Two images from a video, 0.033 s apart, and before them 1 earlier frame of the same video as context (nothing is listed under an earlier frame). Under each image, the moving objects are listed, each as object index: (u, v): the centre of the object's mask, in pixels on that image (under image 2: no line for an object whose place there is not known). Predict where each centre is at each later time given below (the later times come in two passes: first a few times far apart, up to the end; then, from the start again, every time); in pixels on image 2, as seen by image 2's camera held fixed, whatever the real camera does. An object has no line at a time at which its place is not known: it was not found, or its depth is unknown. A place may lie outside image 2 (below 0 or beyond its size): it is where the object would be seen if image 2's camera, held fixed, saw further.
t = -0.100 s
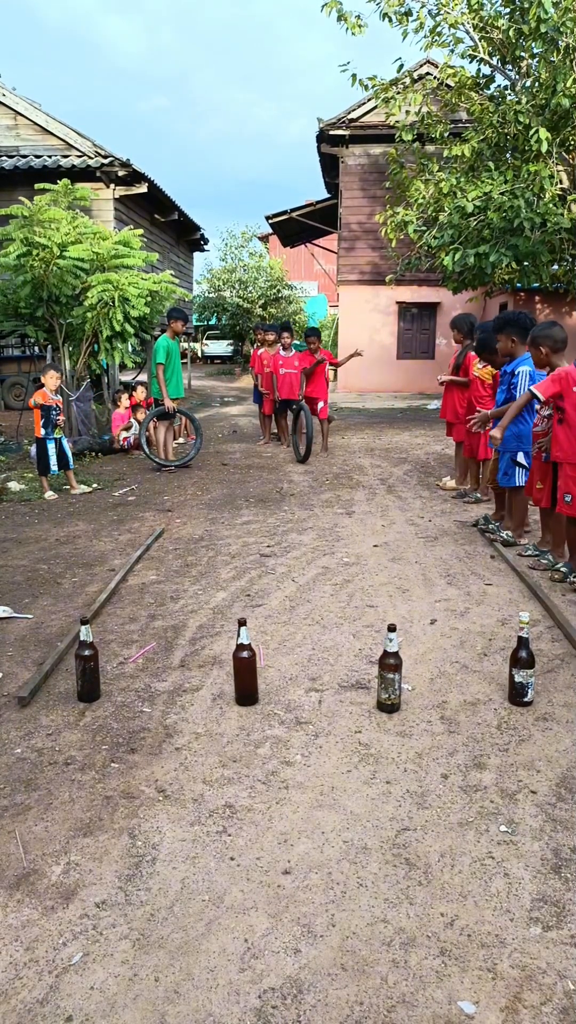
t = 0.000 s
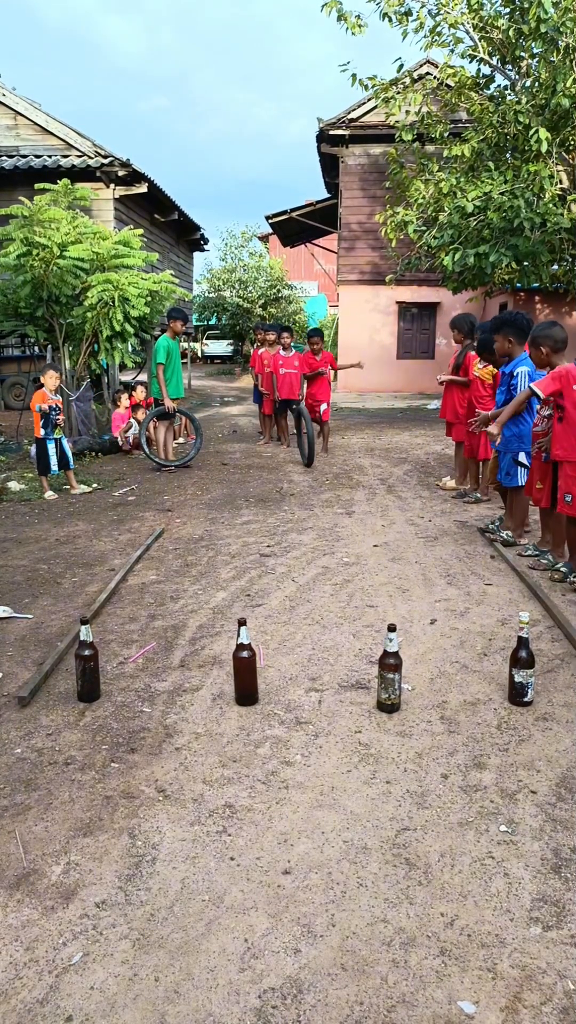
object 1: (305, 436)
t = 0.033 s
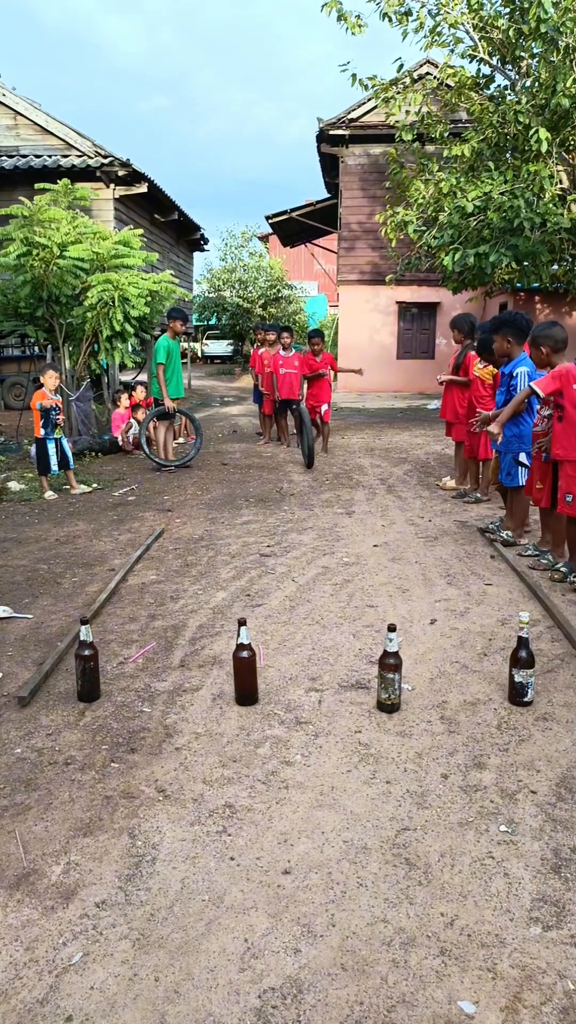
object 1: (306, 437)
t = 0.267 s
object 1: (314, 446)
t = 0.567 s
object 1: (323, 458)
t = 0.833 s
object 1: (333, 468)
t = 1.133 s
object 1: (345, 485)
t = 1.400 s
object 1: (359, 504)
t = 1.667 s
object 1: (375, 526)
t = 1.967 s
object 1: (399, 562)
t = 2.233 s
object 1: (425, 610)
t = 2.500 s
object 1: (464, 686)
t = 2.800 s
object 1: (543, 847)
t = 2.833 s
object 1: (556, 873)
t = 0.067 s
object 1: (307, 439)
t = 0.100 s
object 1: (308, 440)
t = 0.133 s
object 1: (309, 441)
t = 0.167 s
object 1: (310, 442)
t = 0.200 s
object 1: (311, 444)
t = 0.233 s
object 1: (313, 445)
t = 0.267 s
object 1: (314, 446)
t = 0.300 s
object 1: (315, 447)
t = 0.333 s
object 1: (317, 447)
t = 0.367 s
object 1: (318, 448)
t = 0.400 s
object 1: (319, 449)
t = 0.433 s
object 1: (320, 452)
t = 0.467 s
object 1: (321, 453)
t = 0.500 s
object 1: (321, 453)
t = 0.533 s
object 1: (322, 455)
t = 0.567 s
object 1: (323, 458)
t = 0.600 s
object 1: (324, 458)
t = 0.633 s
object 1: (325, 459)
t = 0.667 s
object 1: (326, 460)
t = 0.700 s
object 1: (327, 461)
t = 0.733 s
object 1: (329, 463)
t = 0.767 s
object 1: (330, 465)
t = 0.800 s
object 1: (332, 467)
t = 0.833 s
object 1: (333, 468)
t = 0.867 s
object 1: (335, 471)
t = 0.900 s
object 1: (336, 473)
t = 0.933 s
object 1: (337, 475)
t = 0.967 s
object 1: (339, 477)
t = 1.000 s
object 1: (340, 478)
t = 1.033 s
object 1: (341, 480)
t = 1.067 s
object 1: (342, 482)
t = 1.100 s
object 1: (344, 483)
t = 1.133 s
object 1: (345, 485)
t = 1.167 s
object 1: (347, 488)
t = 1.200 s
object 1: (348, 490)
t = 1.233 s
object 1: (350, 492)
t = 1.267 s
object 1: (352, 496)
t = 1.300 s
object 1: (353, 497)
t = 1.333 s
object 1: (355, 500)
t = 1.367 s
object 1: (357, 502)
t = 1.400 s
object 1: (359, 504)
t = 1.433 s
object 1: (361, 507)
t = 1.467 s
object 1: (363, 509)
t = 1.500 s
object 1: (365, 512)
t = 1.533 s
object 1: (367, 514)
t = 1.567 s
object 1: (369, 516)
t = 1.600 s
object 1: (371, 519)
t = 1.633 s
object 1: (373, 523)
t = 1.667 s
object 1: (375, 526)
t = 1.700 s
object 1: (377, 530)
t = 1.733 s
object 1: (380, 533)
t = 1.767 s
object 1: (382, 538)
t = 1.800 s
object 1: (385, 541)
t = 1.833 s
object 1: (387, 545)
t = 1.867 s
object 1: (390, 549)
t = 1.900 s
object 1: (393, 554)
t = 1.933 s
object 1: (396, 557)
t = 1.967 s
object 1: (399, 562)
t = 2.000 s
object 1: (402, 565)
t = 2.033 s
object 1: (405, 569)
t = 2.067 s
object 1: (408, 576)
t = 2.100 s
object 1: (412, 582)
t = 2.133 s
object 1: (415, 588)
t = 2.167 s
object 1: (418, 596)
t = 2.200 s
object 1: (421, 603)
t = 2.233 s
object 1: (425, 610)
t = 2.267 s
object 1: (429, 617)
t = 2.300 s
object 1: (432, 625)
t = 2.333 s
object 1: (437, 632)
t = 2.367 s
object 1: (442, 642)
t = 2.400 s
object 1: (447, 652)
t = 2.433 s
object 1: (453, 661)
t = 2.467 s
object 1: (458, 673)
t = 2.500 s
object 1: (464, 686)
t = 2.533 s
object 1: (471, 699)
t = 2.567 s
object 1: (477, 715)
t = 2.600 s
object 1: (484, 729)
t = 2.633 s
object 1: (492, 745)
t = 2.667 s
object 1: (501, 762)
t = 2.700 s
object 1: (510, 780)
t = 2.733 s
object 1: (520, 801)
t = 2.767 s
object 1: (531, 825)
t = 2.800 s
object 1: (543, 847)
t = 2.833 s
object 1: (556, 873)
